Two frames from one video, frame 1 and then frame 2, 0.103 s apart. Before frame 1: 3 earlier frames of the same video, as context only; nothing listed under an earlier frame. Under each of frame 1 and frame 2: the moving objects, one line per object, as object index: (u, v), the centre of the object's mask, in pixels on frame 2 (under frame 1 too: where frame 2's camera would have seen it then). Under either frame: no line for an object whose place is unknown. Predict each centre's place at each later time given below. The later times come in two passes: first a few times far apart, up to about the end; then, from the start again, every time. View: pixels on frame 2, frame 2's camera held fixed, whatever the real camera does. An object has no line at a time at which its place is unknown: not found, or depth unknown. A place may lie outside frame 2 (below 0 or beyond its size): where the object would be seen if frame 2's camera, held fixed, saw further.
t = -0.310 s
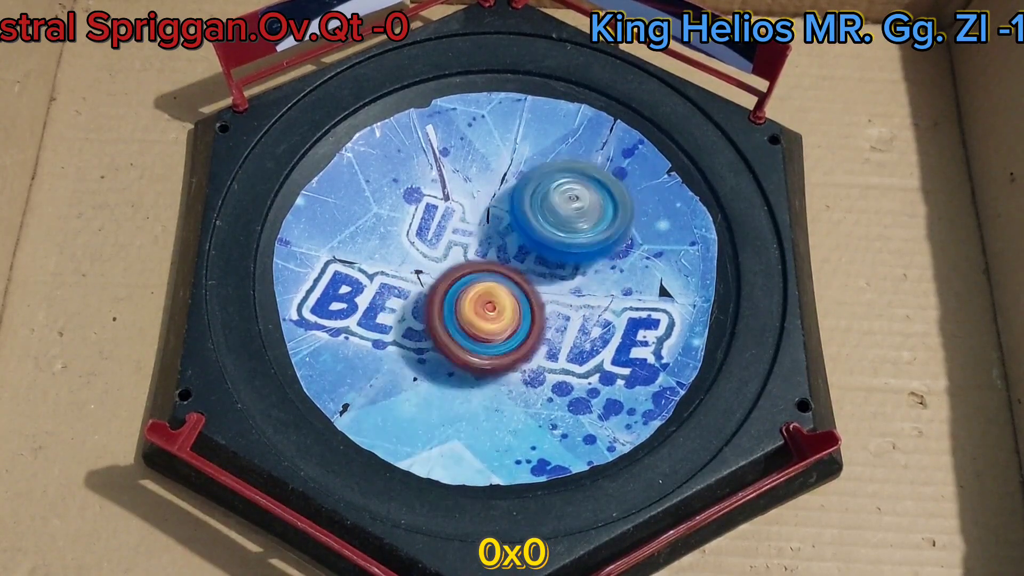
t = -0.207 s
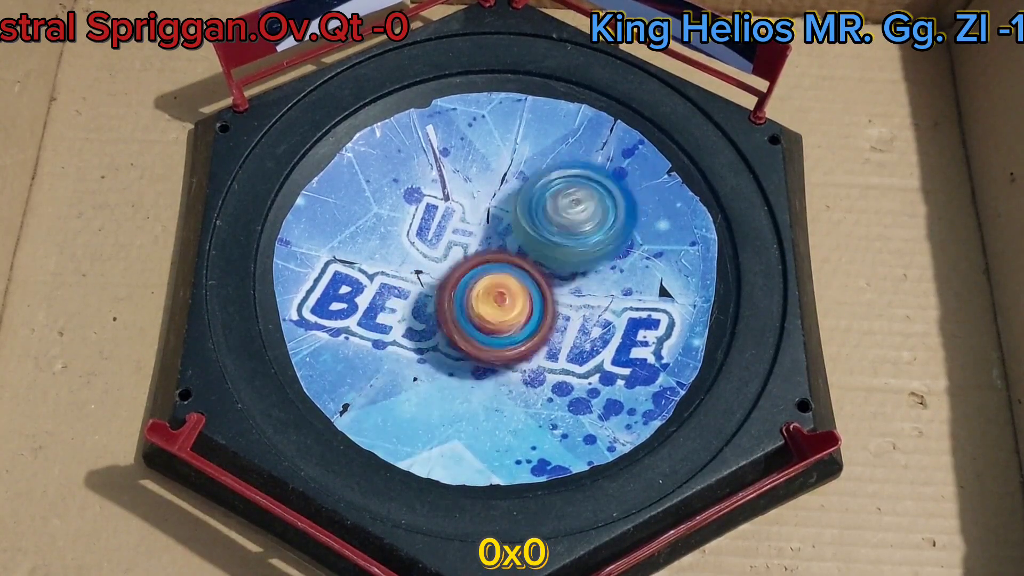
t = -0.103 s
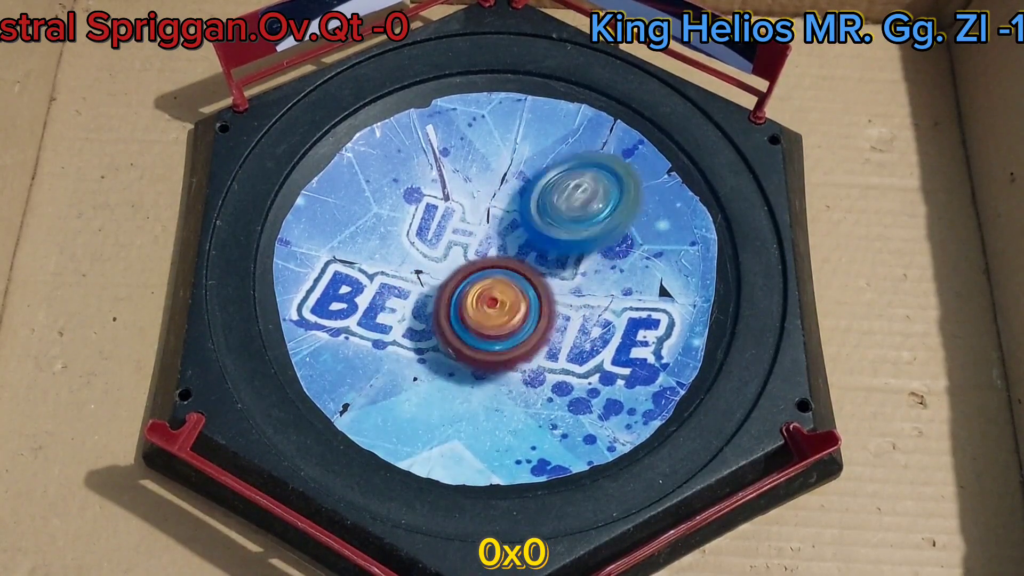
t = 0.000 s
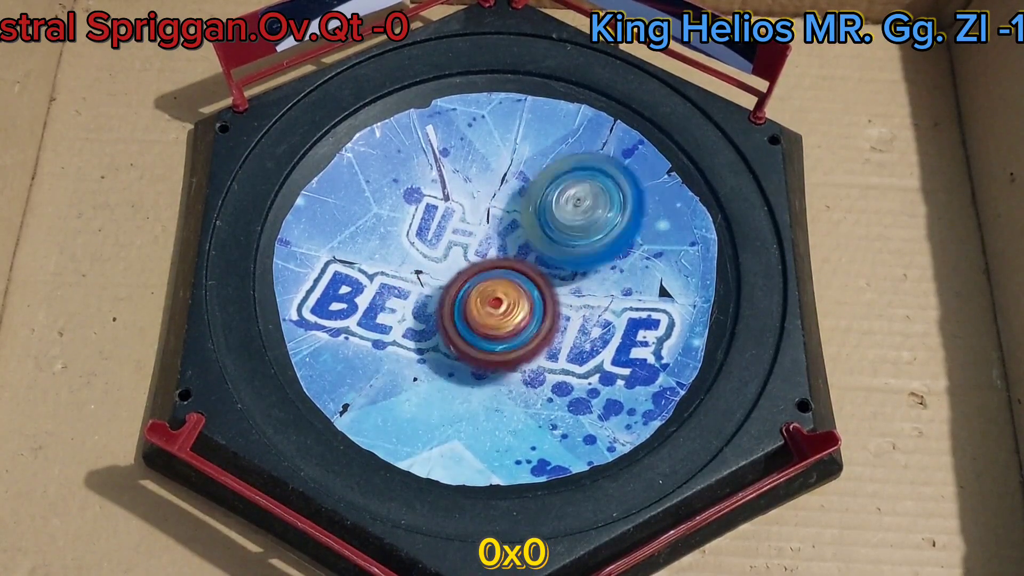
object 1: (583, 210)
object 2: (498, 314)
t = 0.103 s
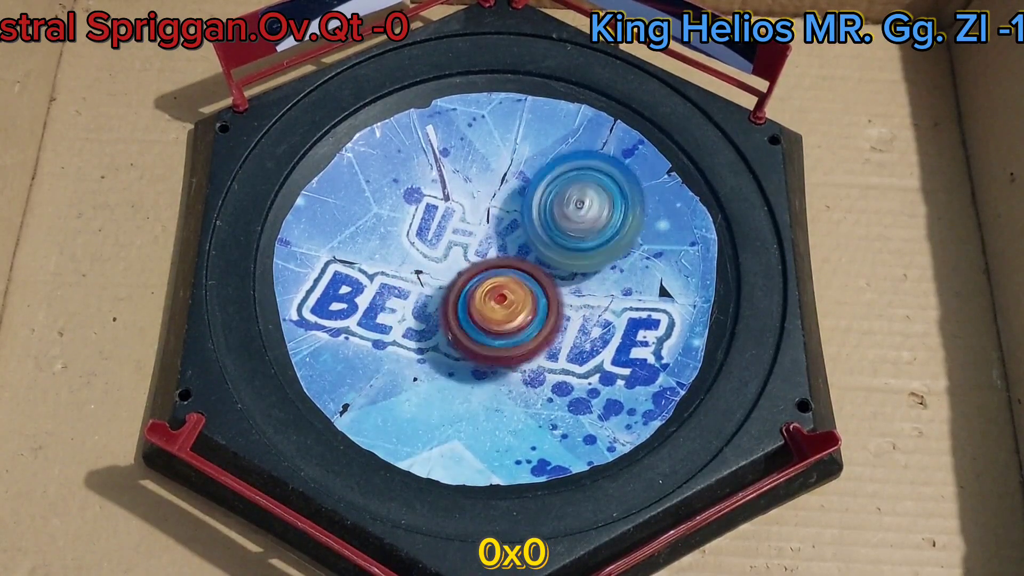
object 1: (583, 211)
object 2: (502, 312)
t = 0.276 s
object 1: (580, 219)
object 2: (506, 313)
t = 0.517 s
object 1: (574, 218)
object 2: (479, 312)
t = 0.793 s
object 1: (580, 214)
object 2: (466, 301)
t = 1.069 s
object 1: (580, 223)
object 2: (473, 297)
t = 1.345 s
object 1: (576, 232)
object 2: (476, 304)
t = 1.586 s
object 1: (584, 241)
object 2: (470, 301)
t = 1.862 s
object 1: (590, 242)
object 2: (450, 299)
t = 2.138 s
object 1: (585, 254)
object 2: (453, 295)
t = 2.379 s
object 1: (585, 257)
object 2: (458, 288)
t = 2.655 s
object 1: (592, 256)
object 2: (446, 287)
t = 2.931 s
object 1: (589, 276)
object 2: (446, 299)
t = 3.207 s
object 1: (588, 277)
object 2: (449, 298)
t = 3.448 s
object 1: (588, 272)
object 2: (429, 291)
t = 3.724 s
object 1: (574, 276)
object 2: (431, 275)
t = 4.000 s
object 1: (568, 279)
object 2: (443, 275)
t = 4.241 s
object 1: (573, 289)
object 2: (440, 270)
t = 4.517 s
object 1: (566, 285)
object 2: (434, 280)
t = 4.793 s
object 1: (533, 256)
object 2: (396, 298)
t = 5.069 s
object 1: (497, 236)
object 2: (396, 271)
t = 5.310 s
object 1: (488, 218)
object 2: (381, 271)
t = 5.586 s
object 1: (506, 230)
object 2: (431, 290)
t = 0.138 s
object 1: (582, 212)
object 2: (503, 313)
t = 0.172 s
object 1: (582, 215)
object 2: (501, 312)
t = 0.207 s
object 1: (581, 215)
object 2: (503, 311)
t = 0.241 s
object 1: (580, 217)
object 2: (505, 310)
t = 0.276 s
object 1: (580, 219)
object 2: (506, 313)
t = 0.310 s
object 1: (578, 216)
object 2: (501, 313)
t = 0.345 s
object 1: (574, 218)
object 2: (499, 311)
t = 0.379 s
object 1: (576, 213)
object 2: (494, 314)
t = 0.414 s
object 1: (575, 210)
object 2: (488, 317)
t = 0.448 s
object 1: (572, 214)
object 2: (484, 314)
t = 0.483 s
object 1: (573, 218)
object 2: (483, 314)
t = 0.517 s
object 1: (574, 218)
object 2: (479, 312)
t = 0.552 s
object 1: (573, 221)
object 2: (480, 311)
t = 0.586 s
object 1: (572, 222)
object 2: (480, 310)
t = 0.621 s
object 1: (571, 228)
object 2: (477, 304)
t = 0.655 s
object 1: (572, 230)
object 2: (478, 301)
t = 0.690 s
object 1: (572, 229)
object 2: (474, 298)
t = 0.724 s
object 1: (570, 227)
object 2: (475, 295)
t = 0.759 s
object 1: (573, 223)
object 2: (471, 298)
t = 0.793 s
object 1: (580, 214)
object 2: (466, 301)
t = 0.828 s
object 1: (581, 212)
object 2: (462, 300)
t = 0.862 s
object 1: (577, 213)
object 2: (464, 296)
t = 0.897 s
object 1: (577, 216)
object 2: (467, 297)
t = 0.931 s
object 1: (579, 220)
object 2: (470, 299)
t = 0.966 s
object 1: (579, 221)
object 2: (468, 301)
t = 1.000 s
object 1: (579, 225)
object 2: (469, 297)
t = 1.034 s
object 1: (581, 222)
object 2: (471, 297)
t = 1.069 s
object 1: (580, 223)
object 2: (473, 297)
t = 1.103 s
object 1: (580, 226)
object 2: (474, 299)
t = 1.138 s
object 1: (579, 229)
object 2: (476, 298)
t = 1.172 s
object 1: (581, 231)
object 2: (477, 299)
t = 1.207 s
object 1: (581, 231)
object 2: (478, 299)
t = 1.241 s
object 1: (584, 228)
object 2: (475, 301)
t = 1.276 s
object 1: (583, 223)
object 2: (474, 301)
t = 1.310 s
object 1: (578, 227)
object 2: (477, 303)
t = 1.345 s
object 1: (576, 232)
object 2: (476, 304)
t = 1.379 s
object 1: (581, 234)
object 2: (473, 306)
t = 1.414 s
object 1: (581, 231)
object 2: (470, 304)
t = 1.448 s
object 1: (579, 234)
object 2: (471, 302)
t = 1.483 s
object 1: (577, 237)
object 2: (469, 304)
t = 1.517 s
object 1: (580, 241)
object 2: (467, 304)
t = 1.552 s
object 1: (584, 243)
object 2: (468, 303)
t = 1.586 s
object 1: (584, 241)
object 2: (470, 301)
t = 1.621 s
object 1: (581, 242)
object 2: (471, 303)
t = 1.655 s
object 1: (580, 245)
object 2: (468, 303)
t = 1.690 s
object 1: (582, 249)
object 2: (469, 302)
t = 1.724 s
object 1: (584, 250)
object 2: (472, 300)
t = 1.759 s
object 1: (584, 250)
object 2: (471, 301)
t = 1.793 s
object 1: (583, 250)
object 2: (468, 300)
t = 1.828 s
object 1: (589, 245)
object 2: (456, 302)
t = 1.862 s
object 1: (590, 242)
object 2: (450, 299)
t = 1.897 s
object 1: (583, 242)
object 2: (454, 295)
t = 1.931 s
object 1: (578, 248)
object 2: (458, 296)
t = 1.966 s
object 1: (577, 252)
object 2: (462, 297)
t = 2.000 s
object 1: (576, 255)
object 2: (460, 300)
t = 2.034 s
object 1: (577, 257)
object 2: (458, 300)
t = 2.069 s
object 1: (580, 259)
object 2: (457, 300)
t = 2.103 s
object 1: (585, 254)
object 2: (452, 299)
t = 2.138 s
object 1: (585, 254)
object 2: (453, 295)
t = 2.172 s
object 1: (583, 255)
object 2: (457, 293)
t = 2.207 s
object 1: (582, 257)
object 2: (461, 295)
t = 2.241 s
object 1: (594, 252)
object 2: (454, 300)
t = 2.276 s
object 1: (595, 247)
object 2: (446, 297)
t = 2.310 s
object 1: (588, 248)
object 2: (446, 292)
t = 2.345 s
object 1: (584, 252)
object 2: (451, 288)
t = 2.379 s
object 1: (585, 257)
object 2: (458, 288)
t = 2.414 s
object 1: (587, 259)
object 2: (461, 292)
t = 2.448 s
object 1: (589, 259)
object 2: (459, 293)
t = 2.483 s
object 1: (590, 259)
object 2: (459, 293)
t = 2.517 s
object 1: (587, 259)
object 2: (459, 291)
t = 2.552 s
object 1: (587, 261)
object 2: (460, 289)
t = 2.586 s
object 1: (595, 261)
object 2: (451, 290)
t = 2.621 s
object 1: (595, 257)
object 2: (445, 287)
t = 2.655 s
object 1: (592, 256)
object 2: (446, 287)
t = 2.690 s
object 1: (588, 259)
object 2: (450, 289)
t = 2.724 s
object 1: (584, 263)
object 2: (451, 290)
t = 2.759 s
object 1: (587, 267)
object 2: (452, 294)
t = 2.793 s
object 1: (592, 266)
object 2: (447, 296)
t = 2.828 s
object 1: (589, 266)
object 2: (447, 297)
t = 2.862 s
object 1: (586, 268)
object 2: (445, 297)
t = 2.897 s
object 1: (585, 273)
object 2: (445, 297)
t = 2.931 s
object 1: (589, 276)
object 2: (446, 299)
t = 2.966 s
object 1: (593, 279)
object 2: (445, 298)
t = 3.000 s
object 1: (593, 277)
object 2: (446, 299)
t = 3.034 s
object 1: (591, 275)
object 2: (445, 300)
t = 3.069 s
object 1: (590, 277)
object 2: (446, 299)
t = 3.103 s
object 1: (589, 278)
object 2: (449, 299)
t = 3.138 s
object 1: (589, 278)
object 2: (448, 299)
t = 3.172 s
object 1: (590, 277)
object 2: (448, 298)
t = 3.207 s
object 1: (588, 277)
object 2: (449, 298)
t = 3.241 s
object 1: (585, 275)
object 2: (450, 296)
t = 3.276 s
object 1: (583, 277)
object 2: (452, 296)
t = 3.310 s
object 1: (590, 276)
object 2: (442, 295)
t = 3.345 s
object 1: (594, 273)
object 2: (435, 294)
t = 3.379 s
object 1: (596, 272)
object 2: (434, 292)
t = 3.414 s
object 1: (594, 271)
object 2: (431, 292)
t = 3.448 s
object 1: (588, 272)
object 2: (429, 291)
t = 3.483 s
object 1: (585, 273)
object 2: (430, 289)
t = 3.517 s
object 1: (582, 278)
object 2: (429, 287)
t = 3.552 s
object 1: (580, 281)
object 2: (429, 285)
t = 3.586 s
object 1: (578, 283)
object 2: (434, 284)
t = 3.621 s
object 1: (574, 282)
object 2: (436, 283)
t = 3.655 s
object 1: (570, 281)
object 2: (440, 280)
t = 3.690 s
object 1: (568, 280)
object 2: (440, 278)
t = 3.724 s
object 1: (574, 276)
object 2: (431, 275)
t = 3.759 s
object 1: (571, 270)
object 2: (431, 270)
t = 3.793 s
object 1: (567, 272)
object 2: (434, 267)
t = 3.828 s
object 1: (567, 269)
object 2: (435, 267)
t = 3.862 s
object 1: (570, 268)
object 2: (433, 267)
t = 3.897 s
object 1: (572, 272)
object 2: (437, 267)
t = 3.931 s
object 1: (571, 274)
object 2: (439, 268)
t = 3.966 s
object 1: (570, 276)
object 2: (441, 271)
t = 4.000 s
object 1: (568, 279)
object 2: (443, 275)
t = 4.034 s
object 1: (568, 283)
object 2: (438, 278)
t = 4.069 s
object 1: (564, 286)
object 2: (439, 276)
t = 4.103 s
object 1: (565, 288)
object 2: (437, 271)
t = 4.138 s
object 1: (569, 290)
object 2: (436, 267)
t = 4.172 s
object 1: (568, 291)
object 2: (440, 264)
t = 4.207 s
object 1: (568, 291)
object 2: (444, 265)
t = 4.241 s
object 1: (573, 289)
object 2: (440, 270)
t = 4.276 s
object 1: (579, 289)
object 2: (435, 270)
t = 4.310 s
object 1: (582, 289)
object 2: (433, 269)
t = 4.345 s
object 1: (582, 290)
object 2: (433, 269)
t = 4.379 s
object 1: (578, 289)
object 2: (433, 269)
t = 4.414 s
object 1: (575, 287)
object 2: (435, 270)
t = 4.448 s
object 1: (574, 285)
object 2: (436, 273)
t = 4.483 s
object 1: (573, 285)
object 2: (437, 278)
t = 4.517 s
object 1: (566, 285)
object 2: (434, 280)
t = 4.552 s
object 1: (560, 282)
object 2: (437, 279)
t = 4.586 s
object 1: (557, 278)
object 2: (436, 280)
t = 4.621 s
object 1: (552, 275)
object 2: (429, 283)
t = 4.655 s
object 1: (548, 269)
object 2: (428, 283)
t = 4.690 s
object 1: (543, 265)
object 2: (424, 287)
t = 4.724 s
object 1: (545, 257)
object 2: (411, 293)
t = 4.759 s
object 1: (542, 255)
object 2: (403, 296)
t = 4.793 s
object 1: (533, 256)
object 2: (396, 298)
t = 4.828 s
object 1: (530, 255)
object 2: (393, 299)
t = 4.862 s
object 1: (524, 253)
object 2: (392, 298)
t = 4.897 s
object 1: (519, 251)
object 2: (397, 296)
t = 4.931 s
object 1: (515, 251)
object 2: (400, 294)
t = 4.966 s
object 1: (510, 249)
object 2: (401, 291)
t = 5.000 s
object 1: (502, 242)
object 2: (392, 279)
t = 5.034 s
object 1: (500, 240)
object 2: (393, 275)
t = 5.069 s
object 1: (497, 236)
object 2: (396, 271)
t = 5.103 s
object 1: (494, 232)
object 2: (402, 269)
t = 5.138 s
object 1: (493, 226)
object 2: (402, 270)
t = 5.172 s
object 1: (492, 223)
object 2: (395, 275)
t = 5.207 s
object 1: (489, 220)
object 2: (388, 276)
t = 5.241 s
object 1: (488, 218)
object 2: (381, 276)
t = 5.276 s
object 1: (488, 218)
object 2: (378, 272)
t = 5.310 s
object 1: (488, 218)
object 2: (381, 271)
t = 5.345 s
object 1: (487, 218)
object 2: (383, 270)
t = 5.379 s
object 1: (486, 221)
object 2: (394, 275)
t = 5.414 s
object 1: (489, 222)
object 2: (400, 282)
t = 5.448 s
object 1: (491, 224)
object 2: (402, 287)
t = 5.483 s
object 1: (492, 226)
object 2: (404, 290)
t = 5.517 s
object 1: (496, 229)
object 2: (410, 291)
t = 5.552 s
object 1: (502, 229)
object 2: (421, 290)
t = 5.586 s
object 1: (506, 230)
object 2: (431, 290)
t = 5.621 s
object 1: (509, 231)
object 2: (441, 294)
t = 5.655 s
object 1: (511, 231)
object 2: (448, 302)
